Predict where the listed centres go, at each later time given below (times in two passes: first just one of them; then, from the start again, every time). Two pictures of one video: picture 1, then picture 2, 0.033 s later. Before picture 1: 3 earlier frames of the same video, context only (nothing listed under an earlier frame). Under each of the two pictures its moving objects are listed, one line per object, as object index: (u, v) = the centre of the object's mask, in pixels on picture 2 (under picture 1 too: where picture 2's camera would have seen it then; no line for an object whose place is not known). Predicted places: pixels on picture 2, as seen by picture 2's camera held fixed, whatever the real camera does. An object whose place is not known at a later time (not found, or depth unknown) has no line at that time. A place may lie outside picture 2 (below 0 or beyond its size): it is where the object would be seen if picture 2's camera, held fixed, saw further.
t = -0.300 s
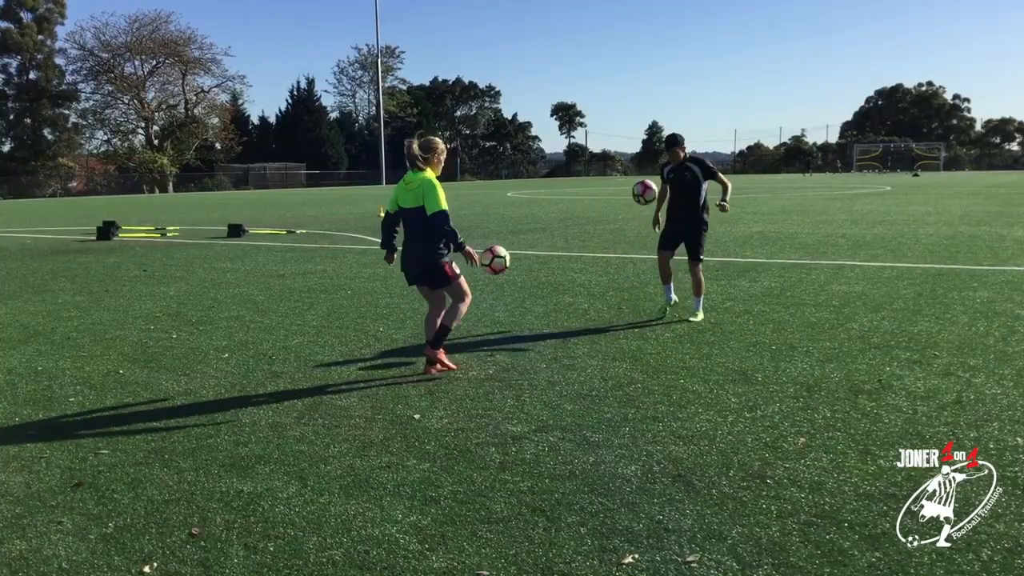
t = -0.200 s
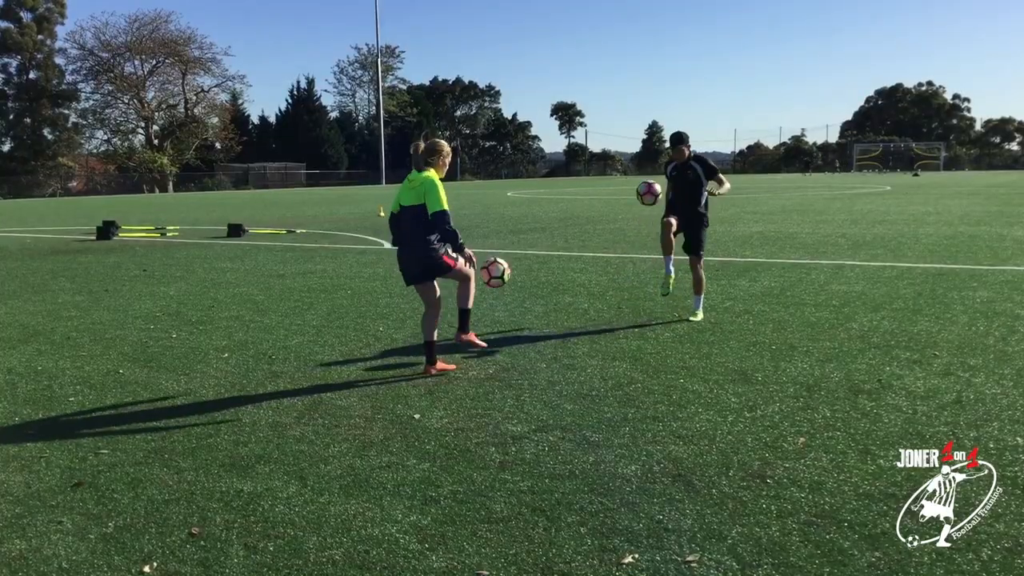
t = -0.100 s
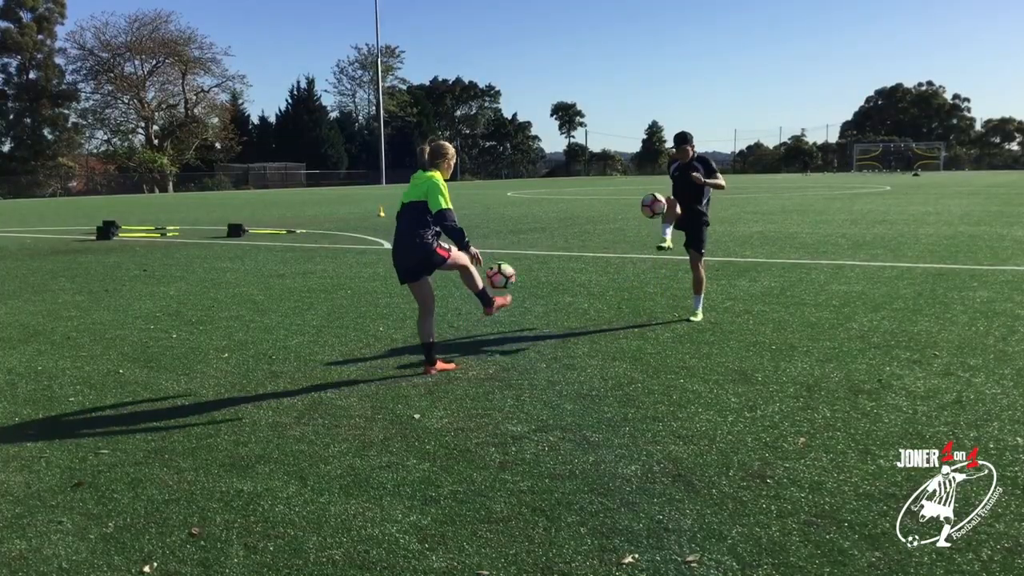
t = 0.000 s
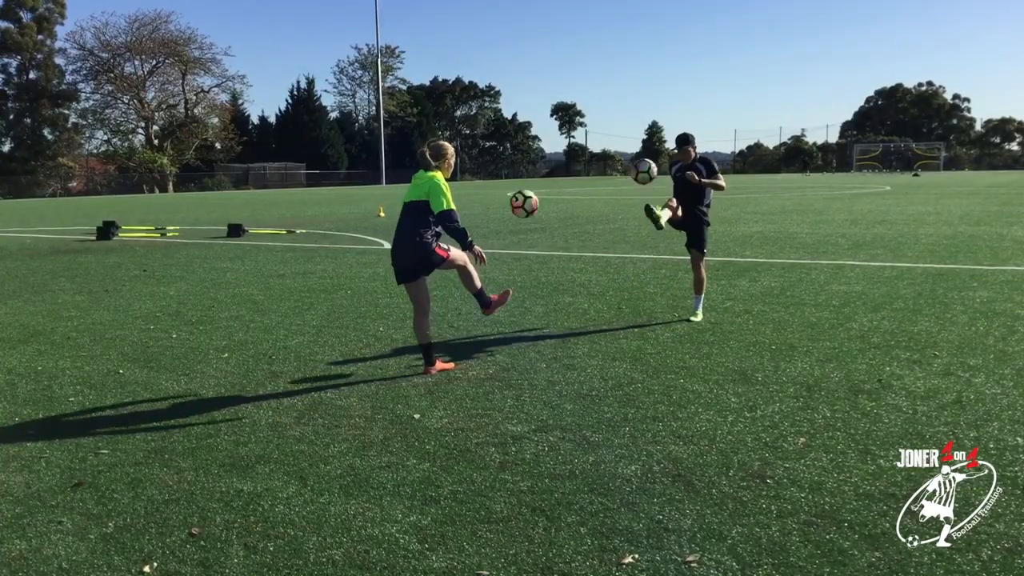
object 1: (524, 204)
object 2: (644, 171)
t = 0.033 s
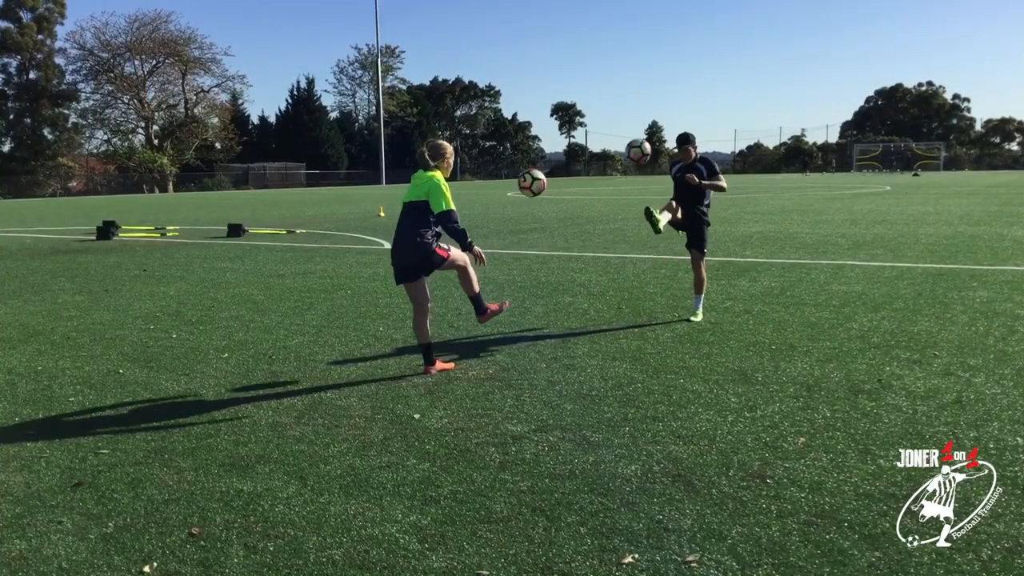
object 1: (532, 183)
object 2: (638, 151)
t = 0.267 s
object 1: (585, 80)
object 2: (595, 40)
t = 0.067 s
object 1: (539, 163)
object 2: (631, 132)
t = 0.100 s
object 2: (625, 114)
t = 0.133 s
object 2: (619, 97)
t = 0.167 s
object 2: (613, 81)
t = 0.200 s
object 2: (607, 67)
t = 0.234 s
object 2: (601, 53)
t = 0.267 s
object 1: (585, 80)
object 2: (595, 40)
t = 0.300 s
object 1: (592, 72)
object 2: (589, 29)
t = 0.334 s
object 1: (599, 65)
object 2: (582, 20)
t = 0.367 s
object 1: (606, 59)
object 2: (576, 12)
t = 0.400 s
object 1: (614, 55)
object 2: (570, 8)
